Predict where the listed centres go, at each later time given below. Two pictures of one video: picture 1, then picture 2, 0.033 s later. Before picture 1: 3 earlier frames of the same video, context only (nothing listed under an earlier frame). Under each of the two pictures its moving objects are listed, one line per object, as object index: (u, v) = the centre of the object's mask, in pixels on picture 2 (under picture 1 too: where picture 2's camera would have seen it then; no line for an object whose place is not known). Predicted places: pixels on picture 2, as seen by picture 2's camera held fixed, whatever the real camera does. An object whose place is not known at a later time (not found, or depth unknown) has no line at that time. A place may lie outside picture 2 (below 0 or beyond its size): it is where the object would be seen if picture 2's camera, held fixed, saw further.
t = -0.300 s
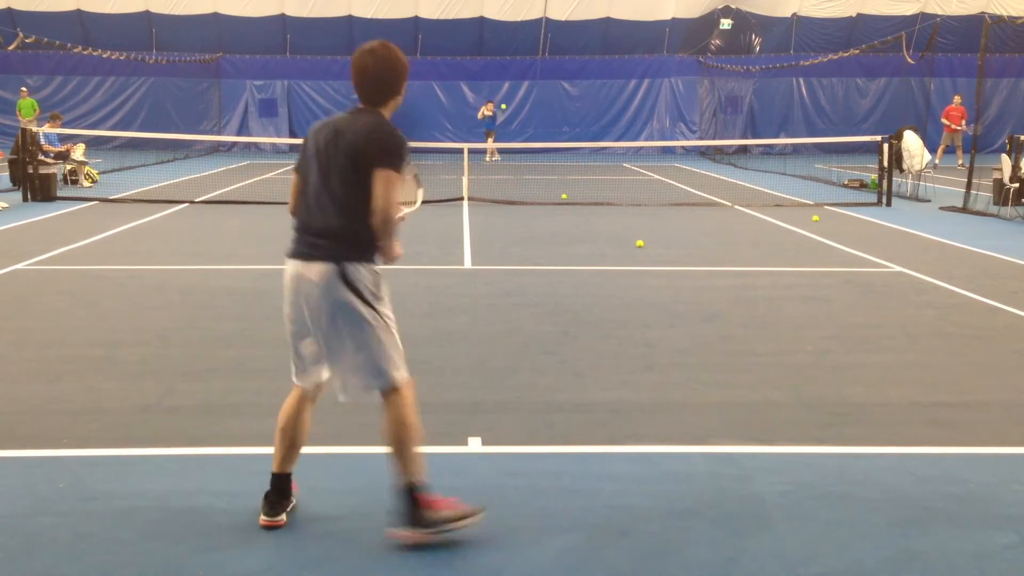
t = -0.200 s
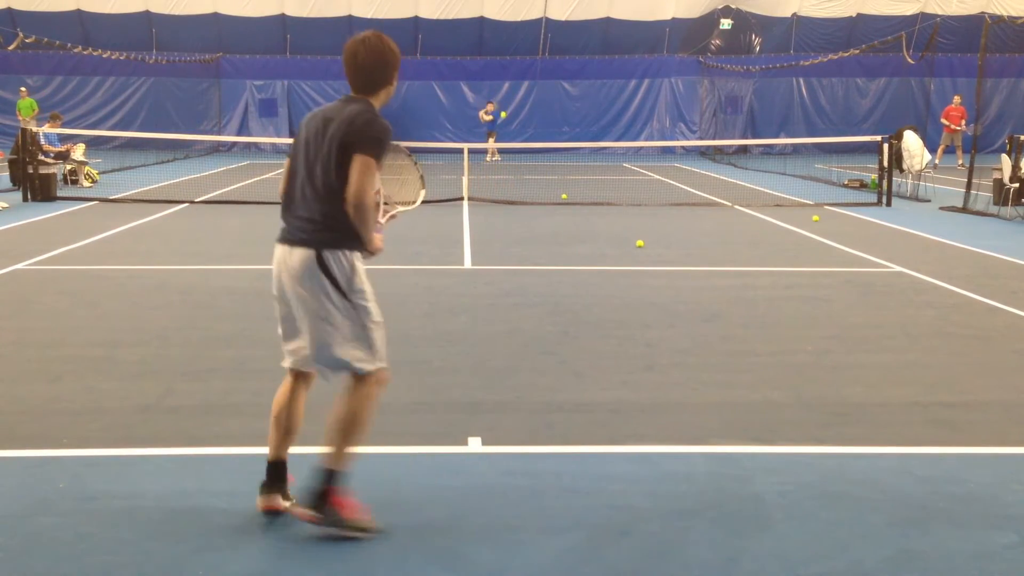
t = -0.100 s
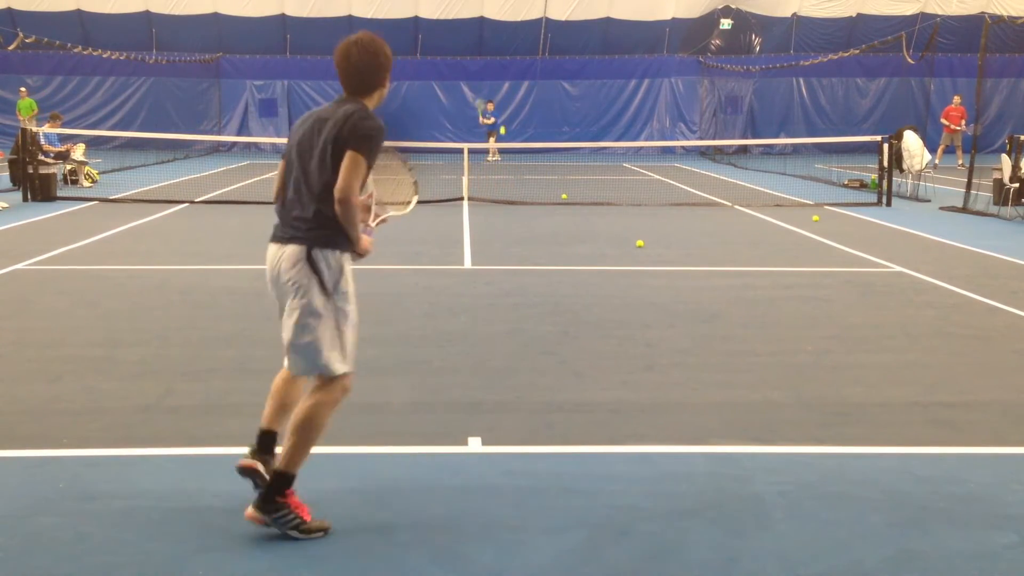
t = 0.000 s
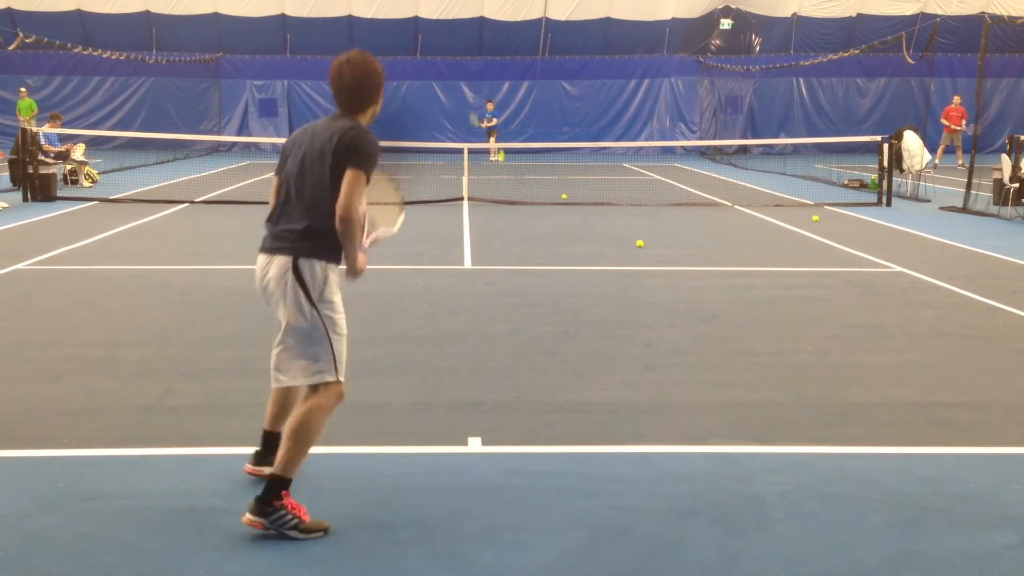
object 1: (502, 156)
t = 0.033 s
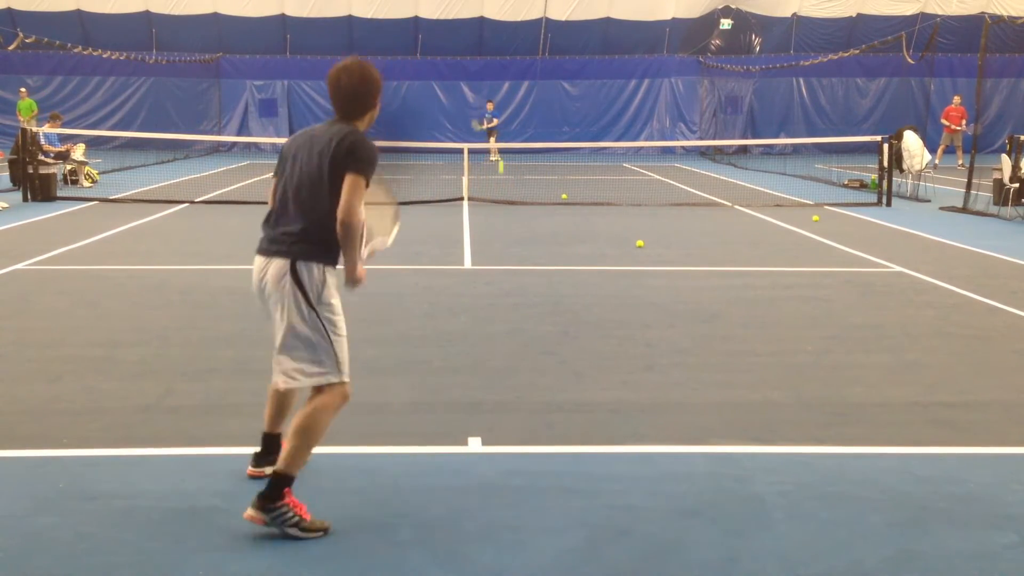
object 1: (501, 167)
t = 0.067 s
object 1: (501, 180)
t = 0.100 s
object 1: (500, 193)
